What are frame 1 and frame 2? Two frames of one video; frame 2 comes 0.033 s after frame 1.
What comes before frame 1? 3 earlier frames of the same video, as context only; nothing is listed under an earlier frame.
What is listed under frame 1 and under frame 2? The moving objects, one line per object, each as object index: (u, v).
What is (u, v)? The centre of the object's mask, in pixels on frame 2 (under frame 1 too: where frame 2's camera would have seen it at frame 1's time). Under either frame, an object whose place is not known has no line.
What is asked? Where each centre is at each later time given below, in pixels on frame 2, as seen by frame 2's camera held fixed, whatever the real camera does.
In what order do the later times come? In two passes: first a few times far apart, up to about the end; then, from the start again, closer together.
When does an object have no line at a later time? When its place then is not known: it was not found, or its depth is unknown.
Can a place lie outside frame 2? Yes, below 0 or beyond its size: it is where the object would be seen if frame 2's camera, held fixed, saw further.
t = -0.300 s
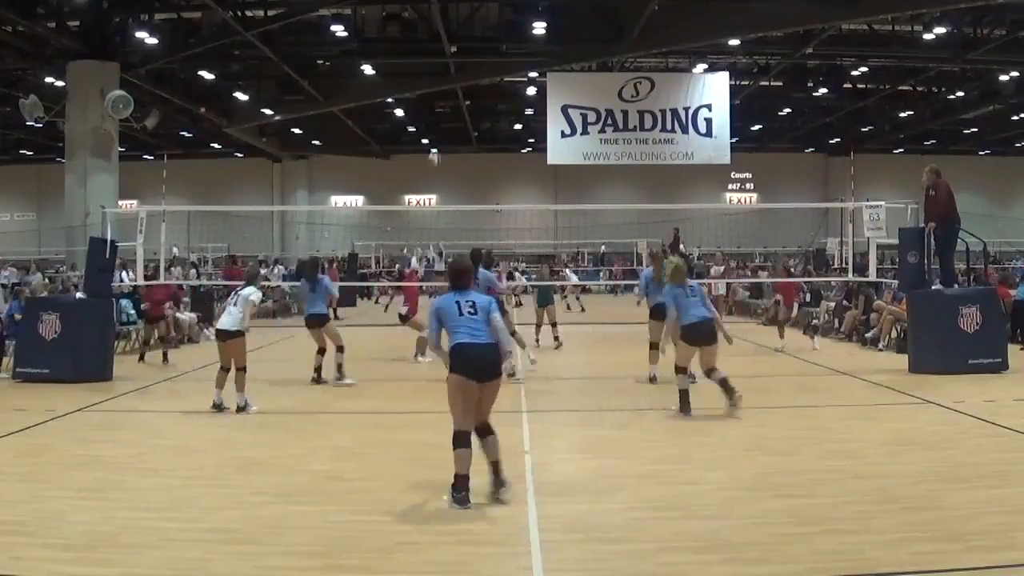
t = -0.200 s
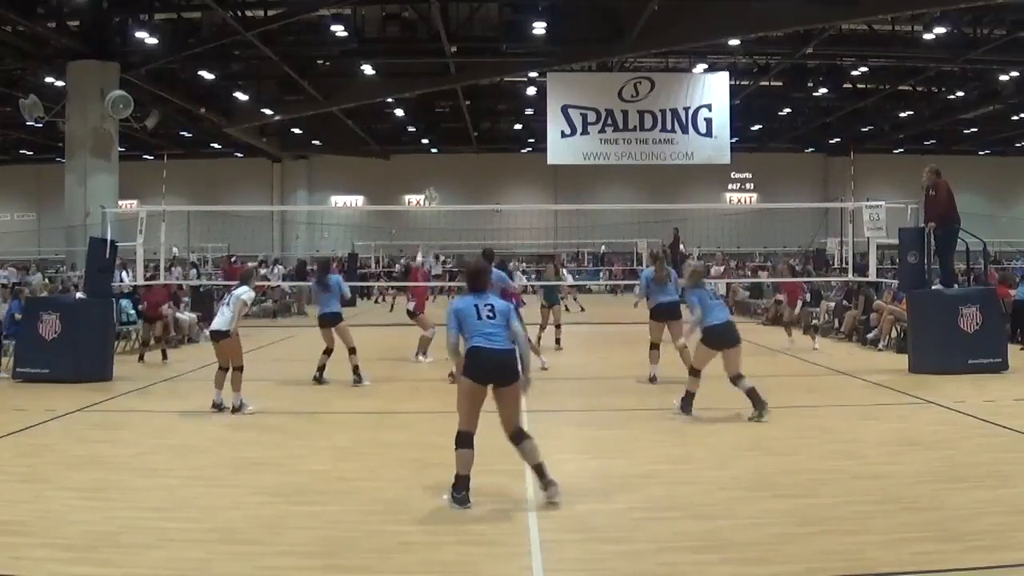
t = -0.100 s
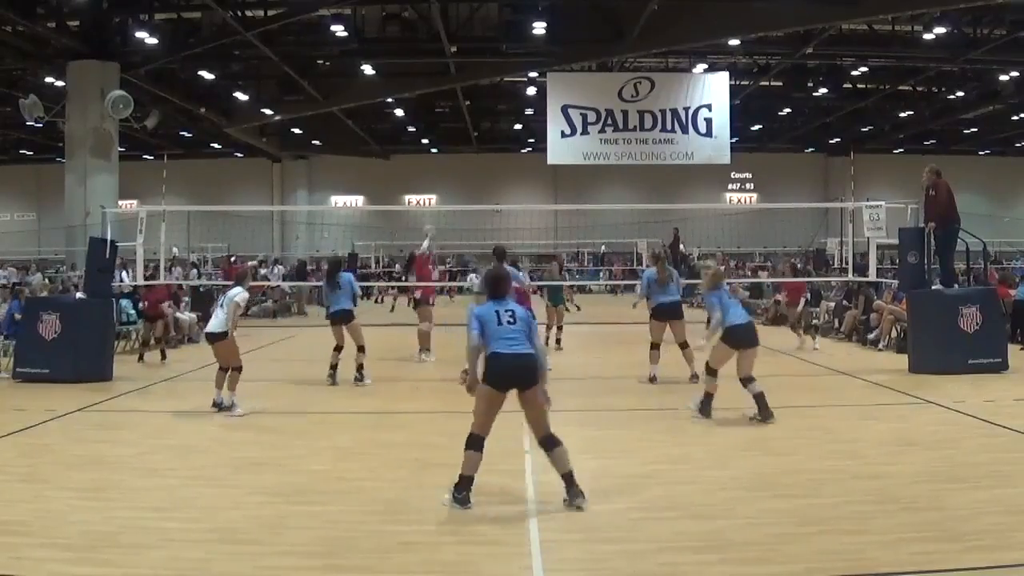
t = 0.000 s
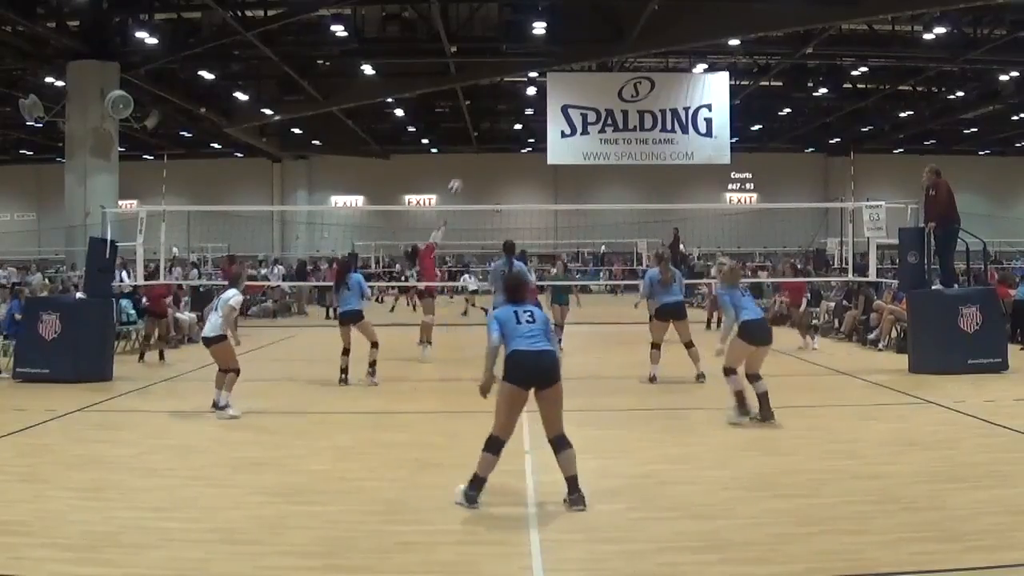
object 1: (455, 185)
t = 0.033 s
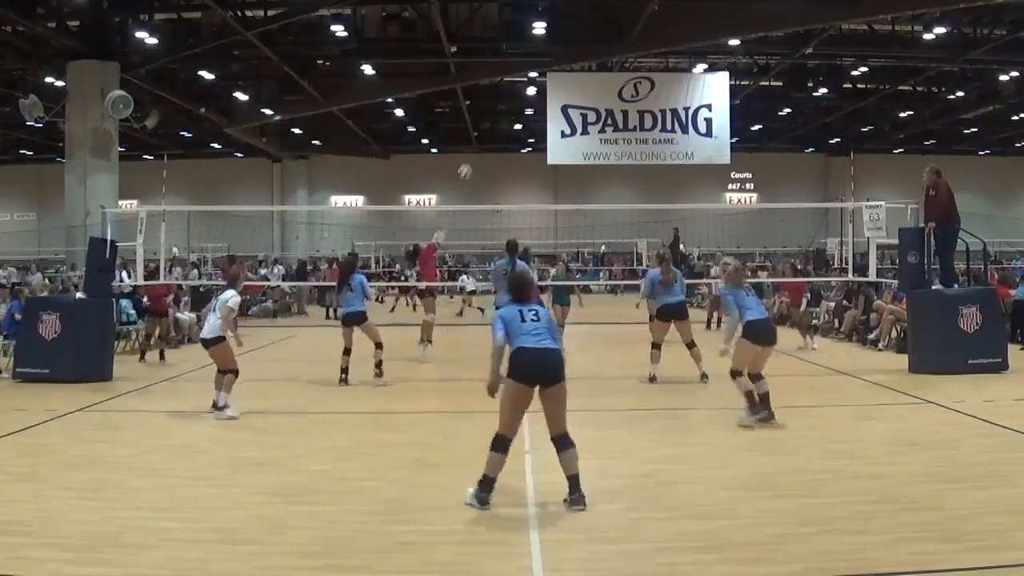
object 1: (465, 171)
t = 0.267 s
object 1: (525, 92)
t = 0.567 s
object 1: (605, 42)
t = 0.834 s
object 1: (673, 46)
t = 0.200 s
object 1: (509, 111)
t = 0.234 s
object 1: (518, 101)
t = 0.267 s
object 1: (525, 92)
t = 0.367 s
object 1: (553, 67)
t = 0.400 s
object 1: (562, 62)
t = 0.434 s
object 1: (571, 57)
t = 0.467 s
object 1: (579, 52)
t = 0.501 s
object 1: (588, 48)
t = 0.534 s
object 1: (596, 44)
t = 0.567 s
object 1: (605, 42)
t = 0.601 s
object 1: (613, 40)
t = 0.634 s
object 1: (622, 39)
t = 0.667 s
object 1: (630, 38)
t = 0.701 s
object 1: (639, 39)
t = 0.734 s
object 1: (648, 40)
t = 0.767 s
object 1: (656, 41)
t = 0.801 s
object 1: (665, 44)
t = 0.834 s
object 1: (673, 46)
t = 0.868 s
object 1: (682, 51)
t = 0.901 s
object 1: (690, 55)
